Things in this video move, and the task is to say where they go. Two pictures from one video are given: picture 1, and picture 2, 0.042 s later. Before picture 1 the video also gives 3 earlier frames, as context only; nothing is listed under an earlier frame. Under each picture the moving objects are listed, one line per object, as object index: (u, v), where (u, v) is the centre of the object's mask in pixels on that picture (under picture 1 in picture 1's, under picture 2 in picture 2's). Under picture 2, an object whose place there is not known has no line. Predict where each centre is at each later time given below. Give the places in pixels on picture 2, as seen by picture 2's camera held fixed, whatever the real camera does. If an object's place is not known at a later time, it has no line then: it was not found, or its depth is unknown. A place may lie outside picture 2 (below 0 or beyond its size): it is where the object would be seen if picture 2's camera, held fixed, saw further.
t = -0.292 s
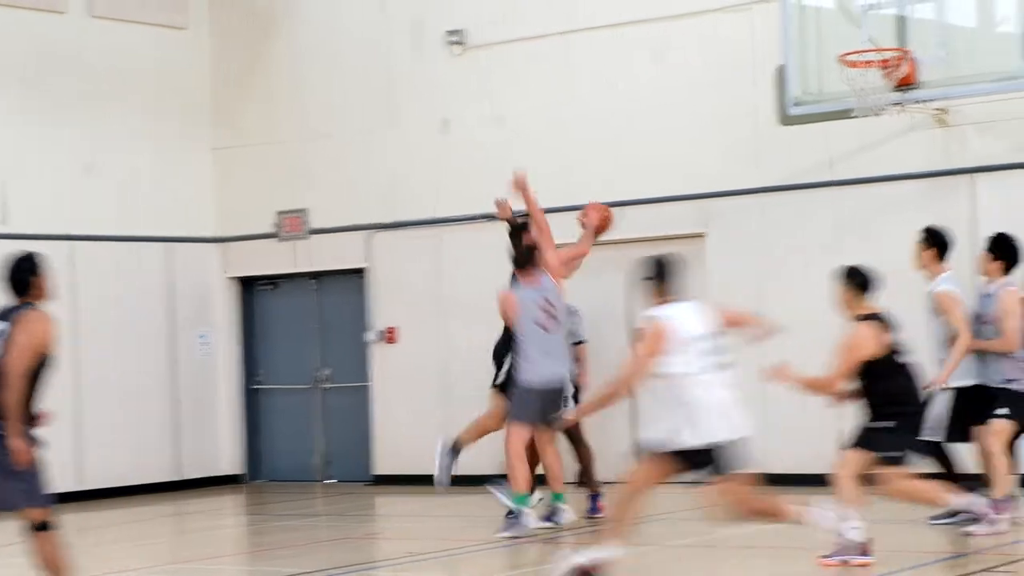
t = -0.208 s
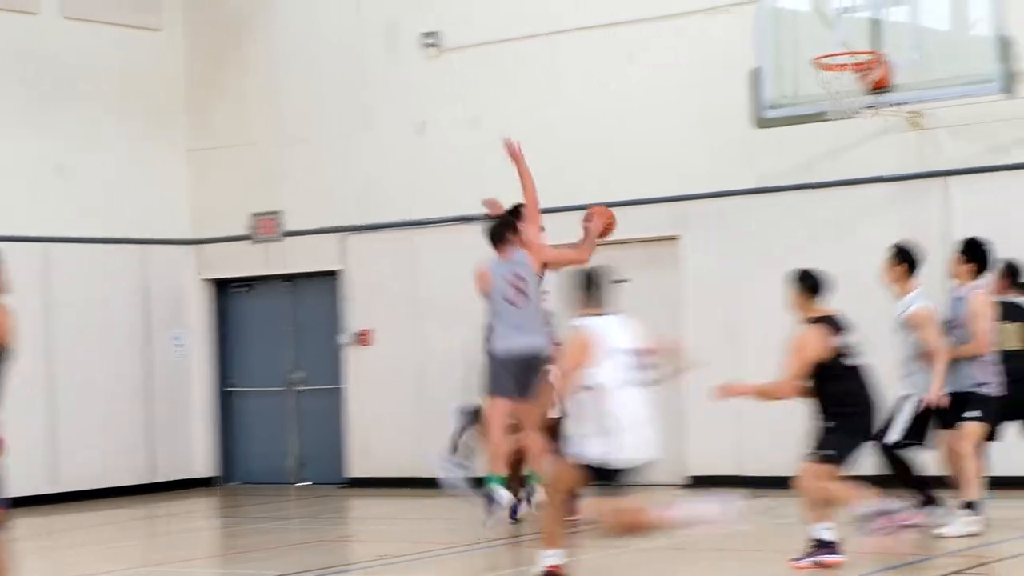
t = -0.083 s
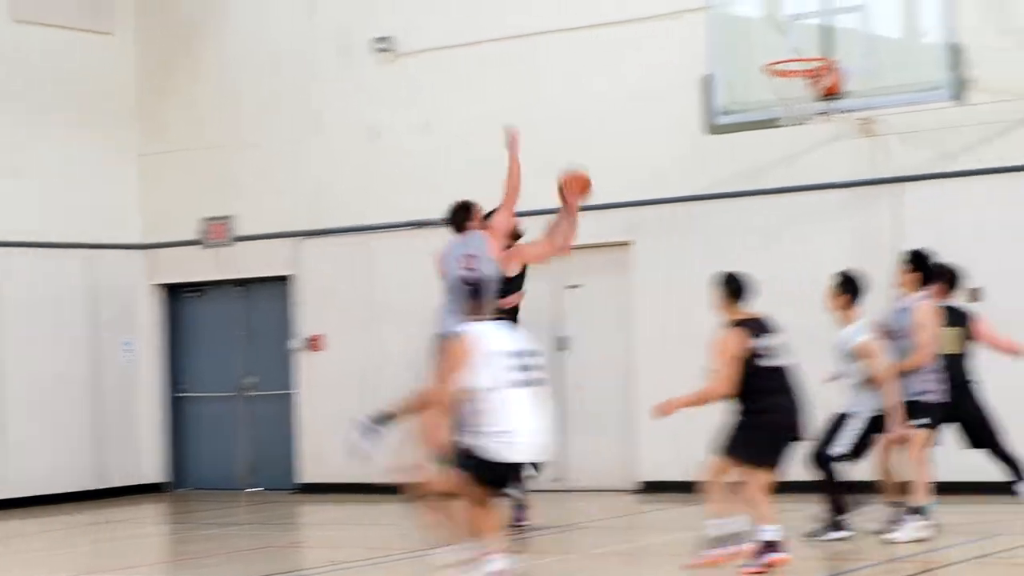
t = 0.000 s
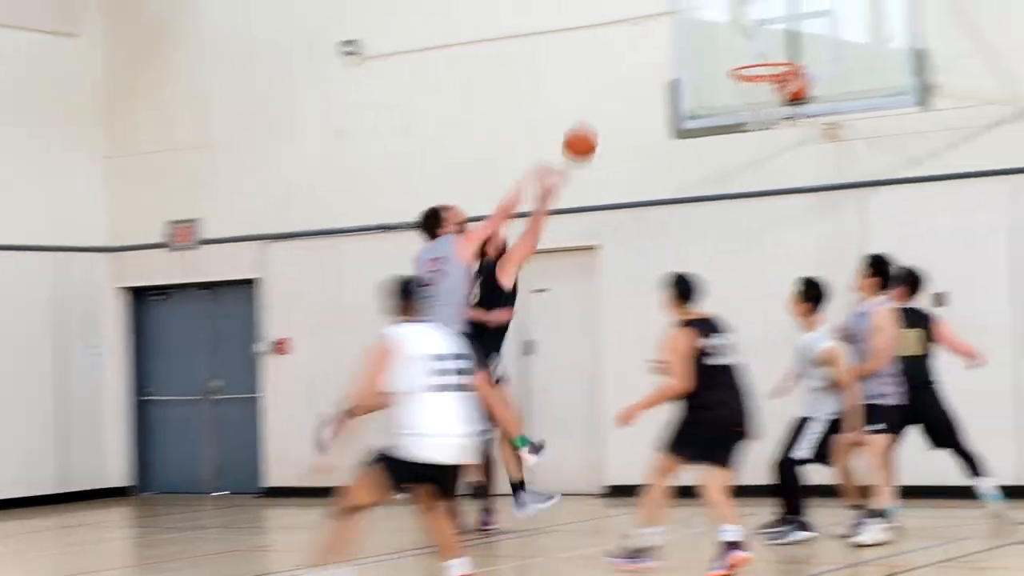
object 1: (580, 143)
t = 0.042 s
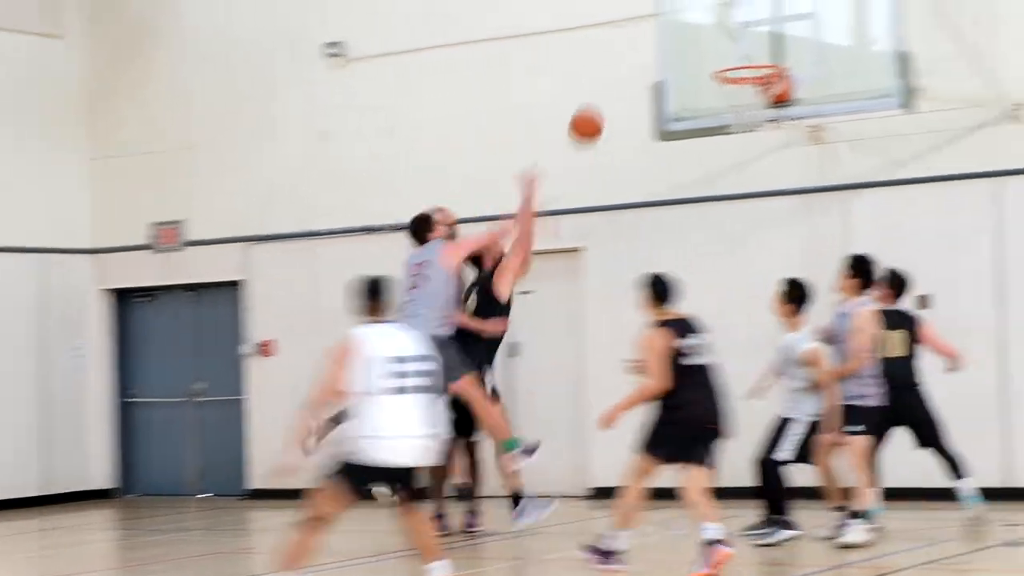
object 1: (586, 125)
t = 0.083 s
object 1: (608, 107)
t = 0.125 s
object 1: (629, 91)
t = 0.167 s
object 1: (652, 79)
